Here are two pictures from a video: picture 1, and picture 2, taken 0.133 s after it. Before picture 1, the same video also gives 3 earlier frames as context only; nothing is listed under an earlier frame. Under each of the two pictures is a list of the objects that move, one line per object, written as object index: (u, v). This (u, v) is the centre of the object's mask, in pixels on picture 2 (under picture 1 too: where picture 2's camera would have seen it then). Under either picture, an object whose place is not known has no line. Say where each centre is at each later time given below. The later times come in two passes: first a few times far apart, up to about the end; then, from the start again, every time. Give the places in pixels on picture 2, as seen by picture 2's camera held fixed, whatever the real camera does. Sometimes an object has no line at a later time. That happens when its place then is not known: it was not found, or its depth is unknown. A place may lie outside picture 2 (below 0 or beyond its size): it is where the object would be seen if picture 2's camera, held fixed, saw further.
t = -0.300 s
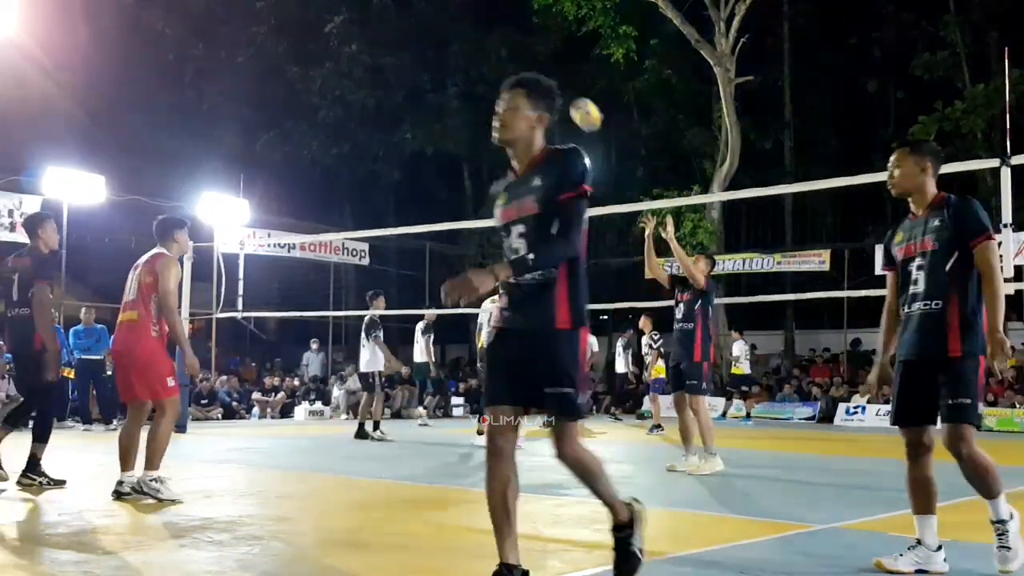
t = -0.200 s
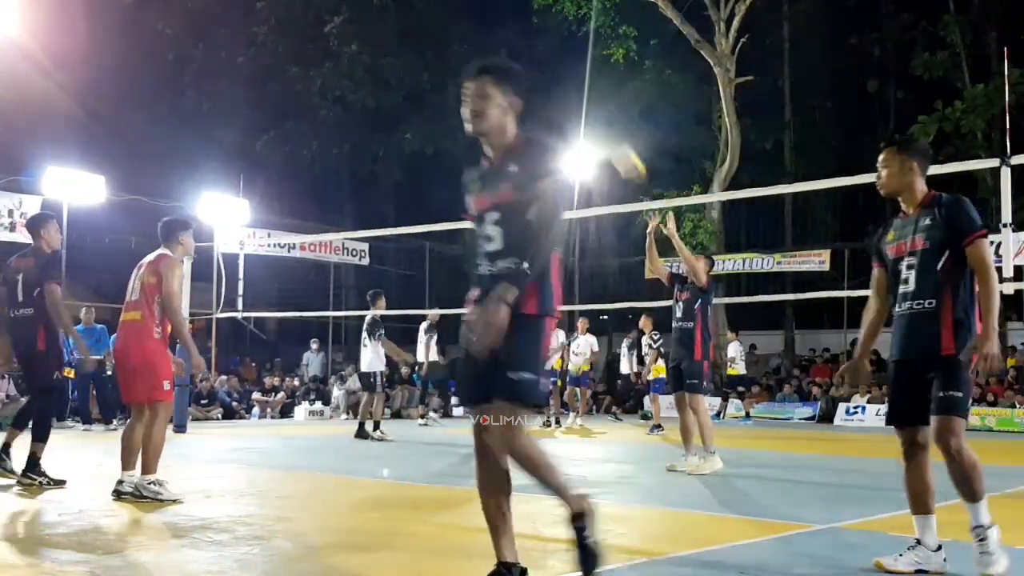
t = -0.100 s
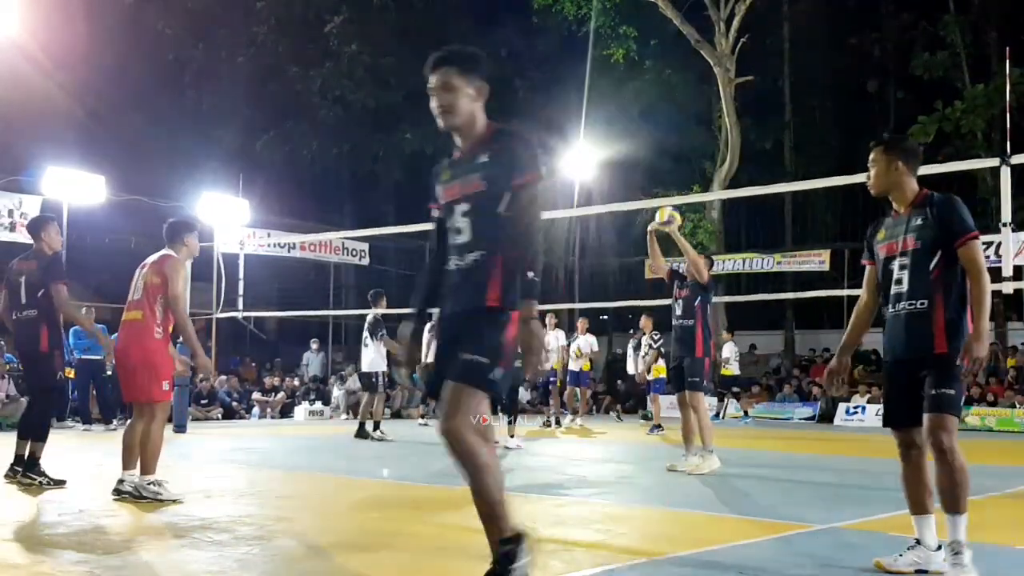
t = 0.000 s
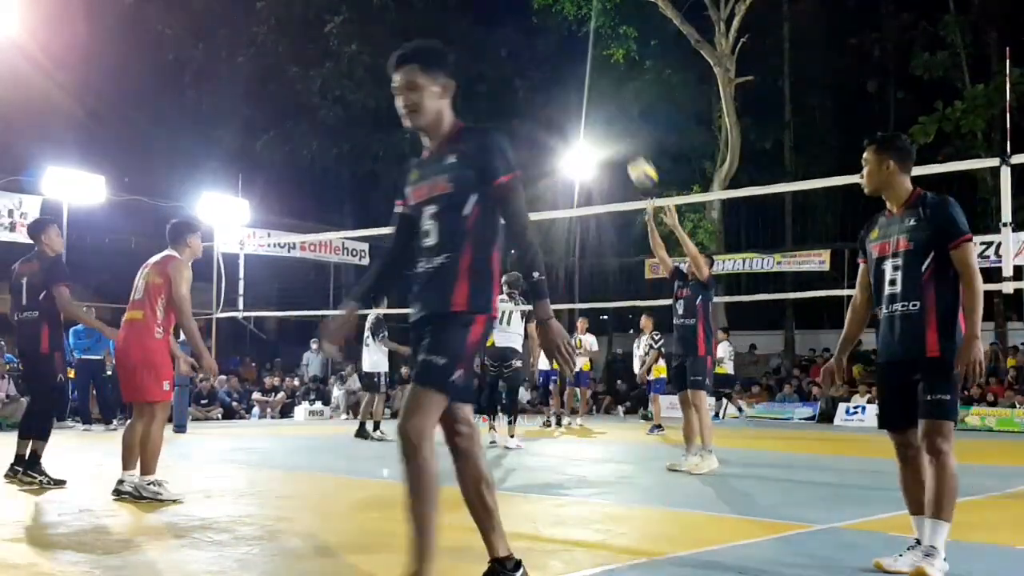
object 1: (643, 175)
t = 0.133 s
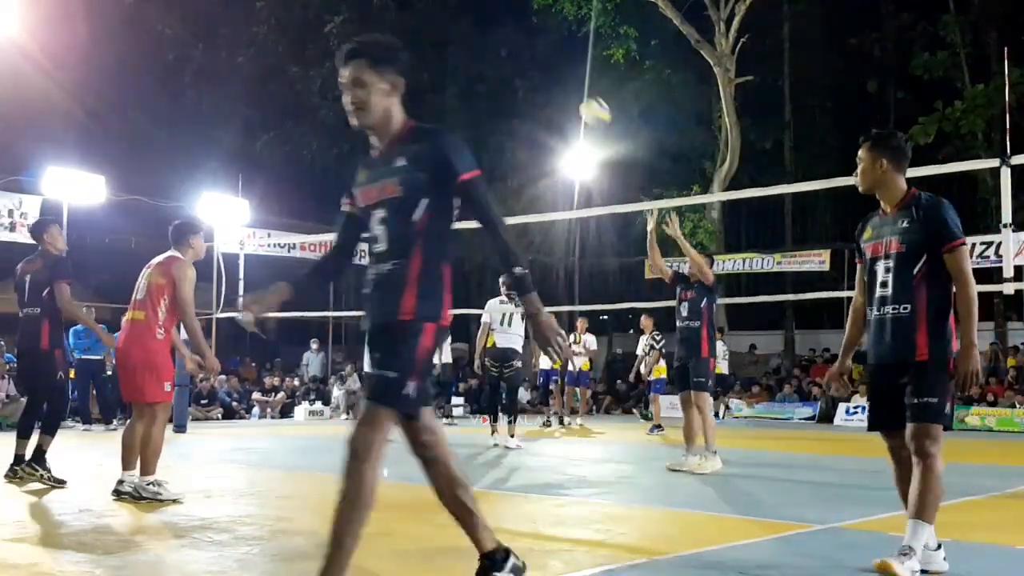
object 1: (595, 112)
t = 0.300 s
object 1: (532, 63)
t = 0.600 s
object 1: (403, 57)
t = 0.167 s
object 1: (582, 99)
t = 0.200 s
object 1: (570, 89)
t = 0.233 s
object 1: (558, 78)
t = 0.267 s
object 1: (546, 70)
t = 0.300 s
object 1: (532, 63)
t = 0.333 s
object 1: (519, 56)
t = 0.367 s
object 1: (506, 51)
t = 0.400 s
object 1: (492, 48)
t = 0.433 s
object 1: (478, 45)
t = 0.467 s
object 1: (464, 44)
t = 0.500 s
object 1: (449, 45)
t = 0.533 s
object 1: (434, 48)
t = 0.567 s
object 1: (419, 51)
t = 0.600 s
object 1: (403, 57)
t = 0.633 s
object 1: (387, 64)
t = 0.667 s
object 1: (371, 73)
